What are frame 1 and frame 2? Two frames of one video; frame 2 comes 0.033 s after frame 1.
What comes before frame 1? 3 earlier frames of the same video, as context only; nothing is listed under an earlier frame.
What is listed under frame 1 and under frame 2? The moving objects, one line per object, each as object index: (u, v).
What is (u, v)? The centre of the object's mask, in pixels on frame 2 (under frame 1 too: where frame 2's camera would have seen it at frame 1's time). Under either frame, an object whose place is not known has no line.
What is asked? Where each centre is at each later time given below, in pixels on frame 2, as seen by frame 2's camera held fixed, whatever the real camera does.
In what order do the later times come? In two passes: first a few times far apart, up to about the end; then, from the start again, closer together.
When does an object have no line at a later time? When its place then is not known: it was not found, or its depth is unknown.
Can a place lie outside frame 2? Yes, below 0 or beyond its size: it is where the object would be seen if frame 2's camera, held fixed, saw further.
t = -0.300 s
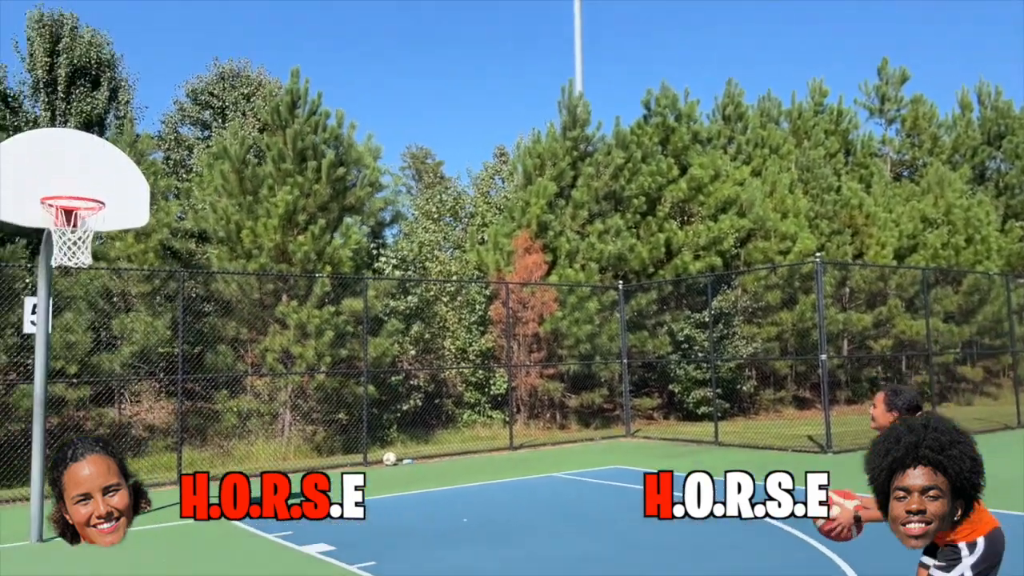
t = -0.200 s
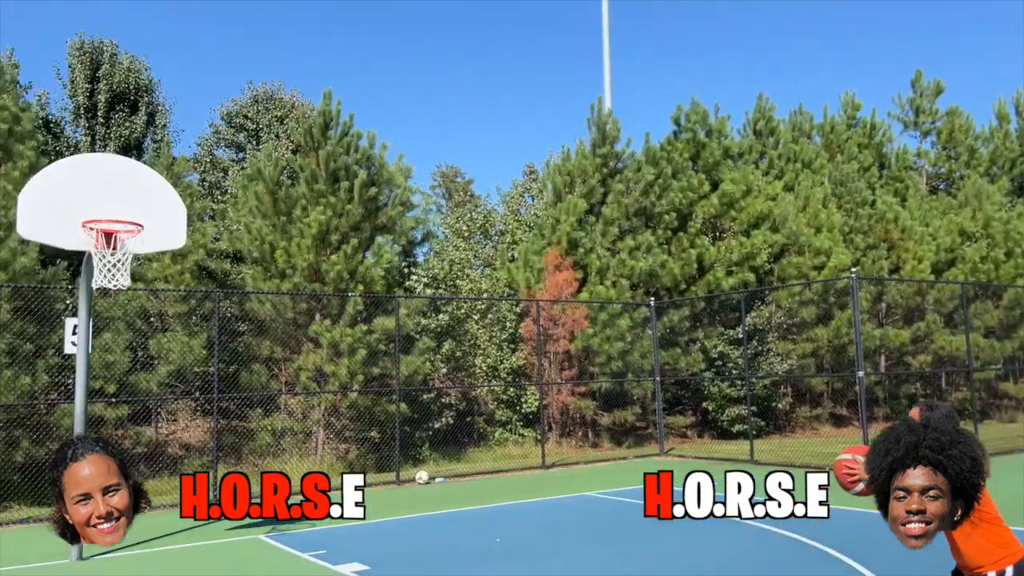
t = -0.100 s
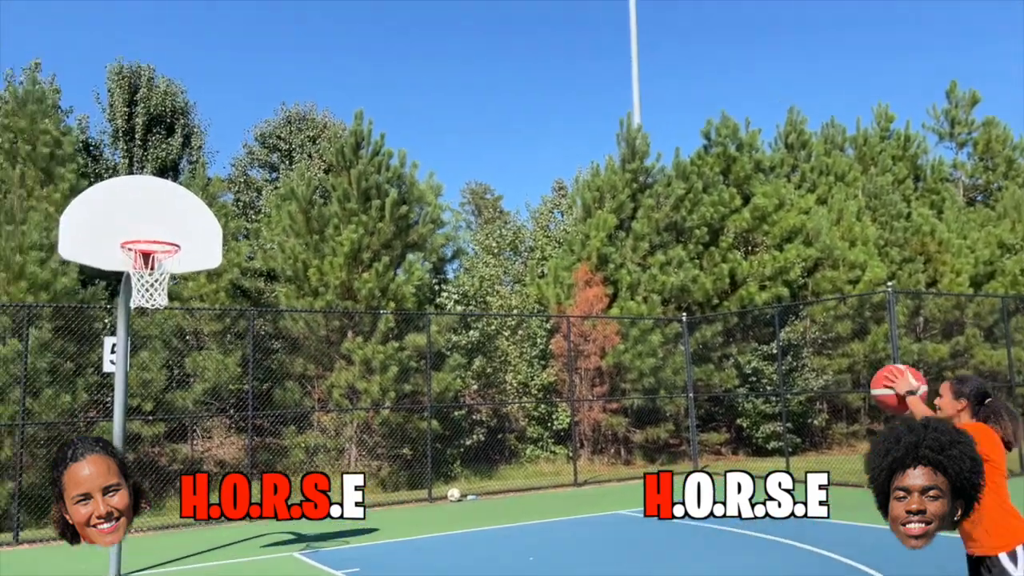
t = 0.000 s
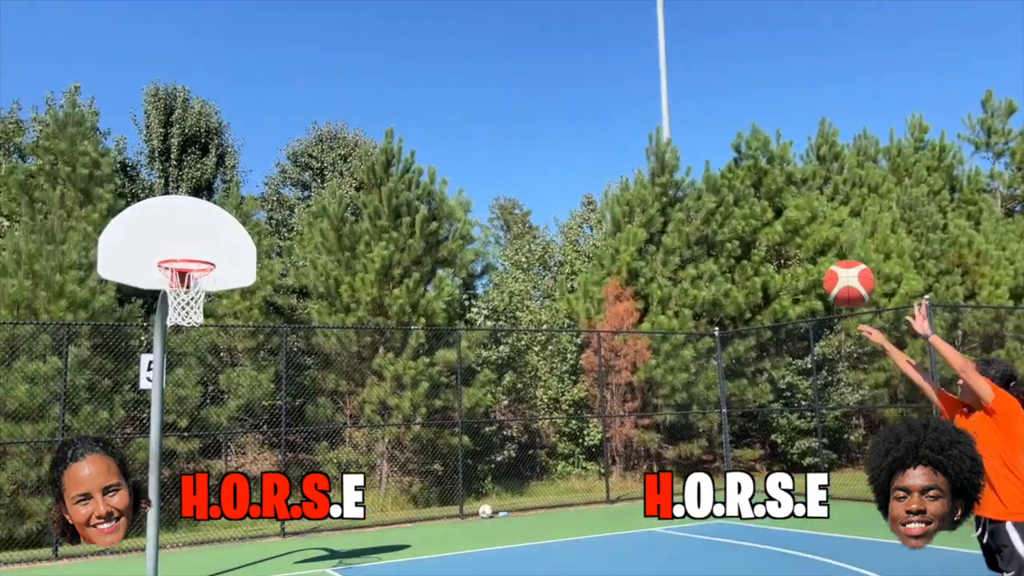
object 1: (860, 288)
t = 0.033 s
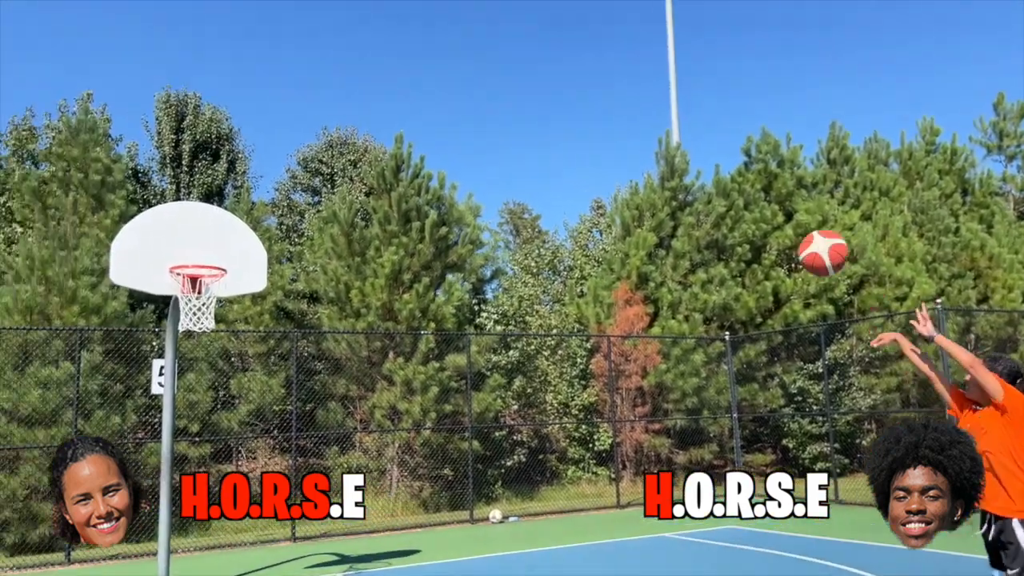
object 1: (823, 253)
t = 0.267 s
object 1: (621, 102)
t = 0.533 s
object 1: (463, 60)
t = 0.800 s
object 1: (346, 106)
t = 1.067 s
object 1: (251, 216)
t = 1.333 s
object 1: (201, 217)
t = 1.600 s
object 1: (194, 189)
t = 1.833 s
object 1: (186, 224)
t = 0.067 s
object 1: (789, 222)
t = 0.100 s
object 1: (756, 195)
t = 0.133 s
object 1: (726, 171)
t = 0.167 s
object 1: (697, 150)
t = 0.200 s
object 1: (670, 132)
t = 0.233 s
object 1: (645, 116)
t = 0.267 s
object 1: (621, 102)
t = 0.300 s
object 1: (598, 91)
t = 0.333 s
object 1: (576, 81)
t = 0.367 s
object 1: (556, 74)
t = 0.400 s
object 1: (536, 68)
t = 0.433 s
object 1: (516, 64)
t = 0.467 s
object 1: (498, 61)
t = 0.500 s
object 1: (480, 60)
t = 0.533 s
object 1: (463, 60)
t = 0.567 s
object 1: (447, 62)
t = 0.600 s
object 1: (431, 65)
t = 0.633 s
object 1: (416, 69)
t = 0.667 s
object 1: (401, 74)
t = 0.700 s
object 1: (387, 81)
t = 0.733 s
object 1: (373, 88)
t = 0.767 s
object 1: (359, 97)
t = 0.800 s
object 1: (346, 106)
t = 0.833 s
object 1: (333, 117)
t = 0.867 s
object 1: (321, 128)
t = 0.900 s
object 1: (308, 141)
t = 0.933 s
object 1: (297, 154)
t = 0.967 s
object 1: (285, 168)
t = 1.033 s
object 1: (262, 199)
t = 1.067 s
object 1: (251, 216)
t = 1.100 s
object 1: (240, 234)
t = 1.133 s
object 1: (230, 252)
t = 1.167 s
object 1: (224, 255)
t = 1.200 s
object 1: (217, 246)
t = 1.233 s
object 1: (213, 237)
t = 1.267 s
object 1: (208, 230)
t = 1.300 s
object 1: (203, 225)
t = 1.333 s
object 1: (201, 217)
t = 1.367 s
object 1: (199, 210)
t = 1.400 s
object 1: (199, 203)
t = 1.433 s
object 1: (198, 198)
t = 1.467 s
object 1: (197, 194)
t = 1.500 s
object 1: (197, 191)
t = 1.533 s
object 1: (196, 189)
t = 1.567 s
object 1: (194, 188)
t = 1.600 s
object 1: (194, 189)
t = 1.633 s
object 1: (193, 189)
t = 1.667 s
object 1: (192, 191)
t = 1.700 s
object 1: (190, 195)
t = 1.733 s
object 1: (189, 200)
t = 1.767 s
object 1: (188, 207)
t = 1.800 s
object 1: (187, 215)
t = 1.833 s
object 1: (186, 224)
